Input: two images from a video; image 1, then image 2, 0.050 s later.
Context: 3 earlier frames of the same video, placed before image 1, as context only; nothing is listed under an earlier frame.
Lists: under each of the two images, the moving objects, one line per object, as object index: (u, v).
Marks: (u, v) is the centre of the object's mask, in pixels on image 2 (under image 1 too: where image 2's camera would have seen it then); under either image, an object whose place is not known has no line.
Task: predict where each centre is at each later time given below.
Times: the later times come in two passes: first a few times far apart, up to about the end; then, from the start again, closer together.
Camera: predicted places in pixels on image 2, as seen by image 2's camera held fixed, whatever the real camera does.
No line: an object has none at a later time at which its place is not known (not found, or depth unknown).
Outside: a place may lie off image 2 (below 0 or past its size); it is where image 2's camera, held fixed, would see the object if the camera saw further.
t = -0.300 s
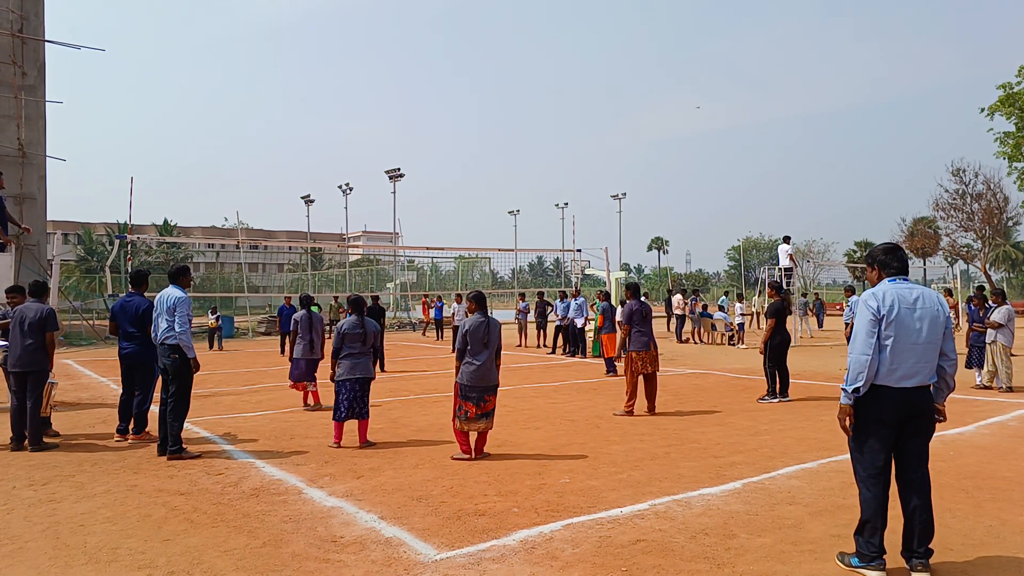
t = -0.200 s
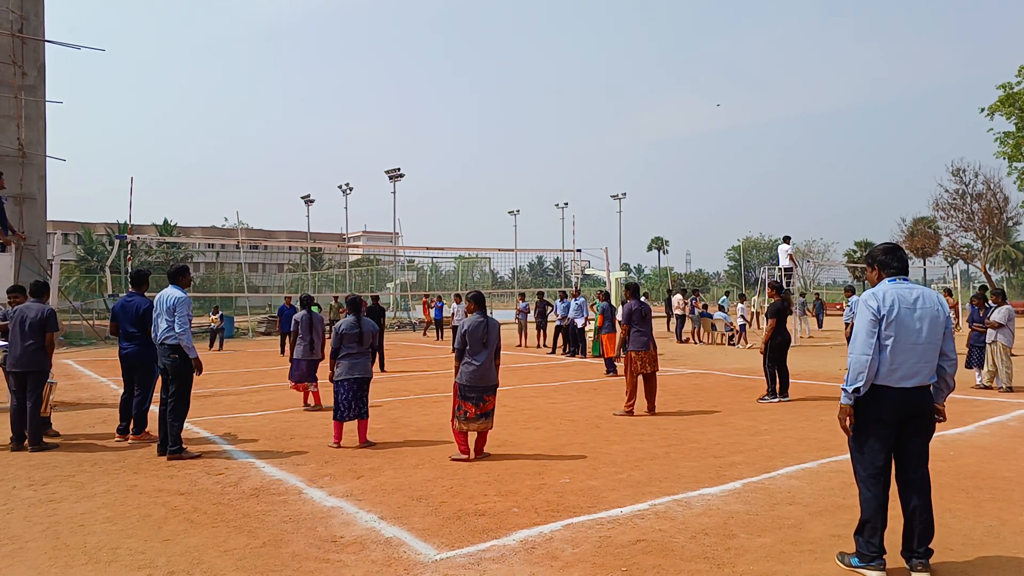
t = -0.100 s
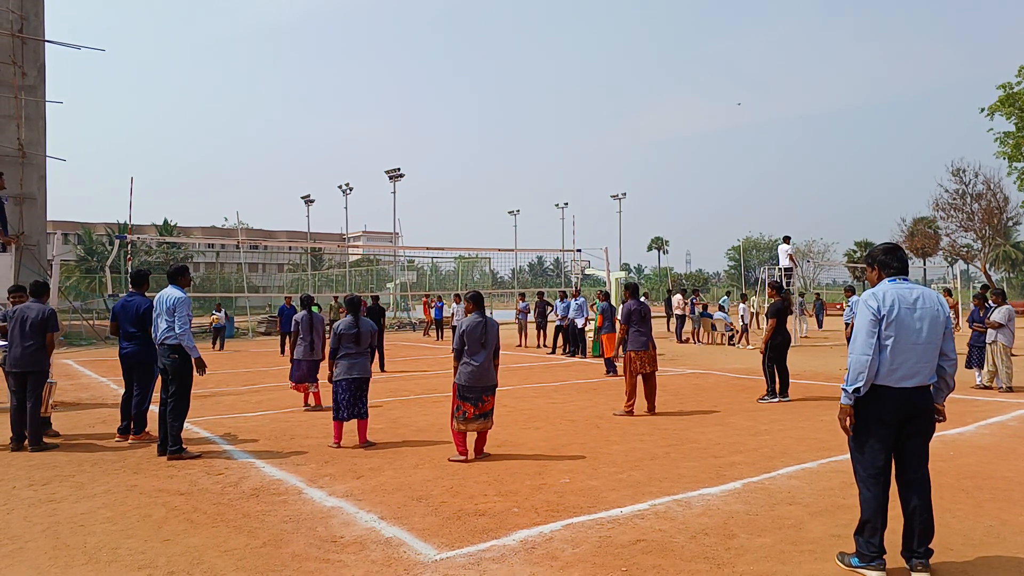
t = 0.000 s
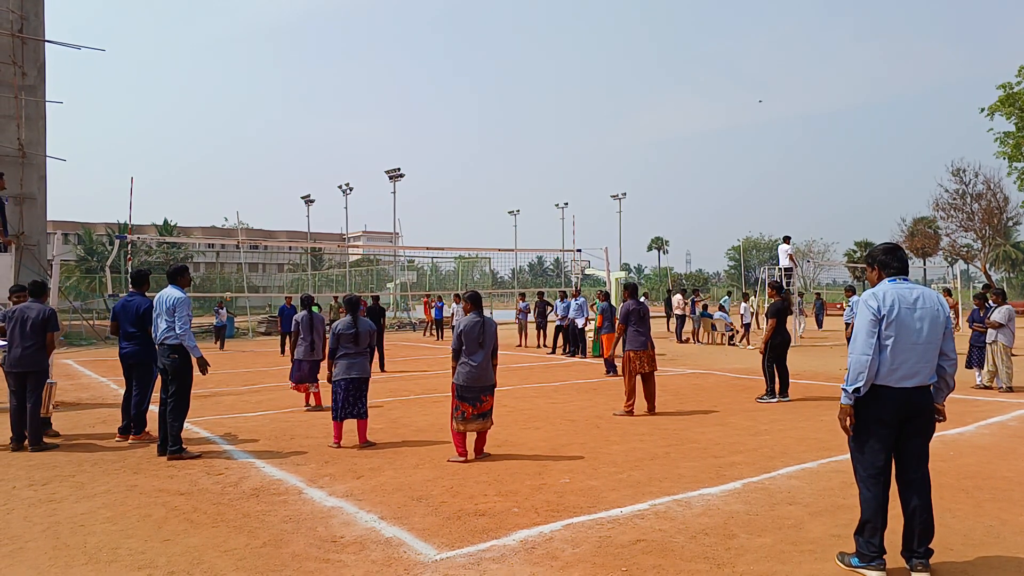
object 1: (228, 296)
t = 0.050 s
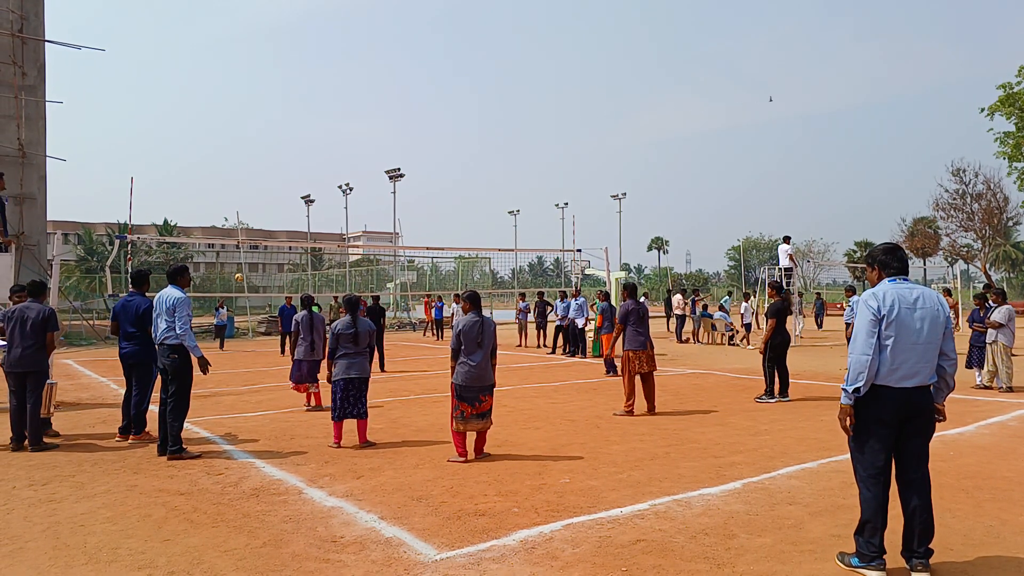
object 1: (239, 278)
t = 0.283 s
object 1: (292, 200)
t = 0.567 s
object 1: (361, 128)
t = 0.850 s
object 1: (440, 84)
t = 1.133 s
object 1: (524, 74)
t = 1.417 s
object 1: (614, 106)
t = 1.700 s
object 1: (710, 191)
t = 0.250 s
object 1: (284, 210)
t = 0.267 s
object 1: (288, 205)
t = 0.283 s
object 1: (292, 200)
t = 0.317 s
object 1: (299, 191)
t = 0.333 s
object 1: (303, 185)
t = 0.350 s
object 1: (307, 181)
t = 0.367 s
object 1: (311, 176)
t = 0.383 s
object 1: (315, 171)
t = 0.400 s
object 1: (319, 167)
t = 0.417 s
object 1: (323, 162)
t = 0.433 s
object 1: (328, 158)
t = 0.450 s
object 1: (332, 154)
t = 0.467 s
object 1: (336, 150)
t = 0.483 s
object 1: (340, 146)
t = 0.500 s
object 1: (344, 142)
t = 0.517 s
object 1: (349, 138)
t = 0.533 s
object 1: (353, 134)
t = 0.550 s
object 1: (357, 131)
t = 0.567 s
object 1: (361, 128)
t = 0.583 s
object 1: (366, 124)
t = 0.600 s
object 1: (370, 121)
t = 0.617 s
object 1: (375, 117)
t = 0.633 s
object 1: (379, 114)
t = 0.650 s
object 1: (383, 111)
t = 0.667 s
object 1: (388, 108)
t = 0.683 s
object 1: (392, 106)
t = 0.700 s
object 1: (397, 103)
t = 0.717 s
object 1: (402, 101)
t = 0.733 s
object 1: (406, 98)
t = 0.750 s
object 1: (411, 96)
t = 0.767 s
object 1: (416, 93)
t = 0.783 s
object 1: (421, 91)
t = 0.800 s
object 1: (425, 89)
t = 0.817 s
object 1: (430, 88)
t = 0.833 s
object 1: (435, 86)
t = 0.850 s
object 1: (440, 84)
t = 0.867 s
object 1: (444, 82)
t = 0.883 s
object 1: (449, 81)
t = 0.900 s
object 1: (454, 79)
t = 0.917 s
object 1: (459, 78)
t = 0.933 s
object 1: (464, 77)
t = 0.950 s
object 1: (469, 76)
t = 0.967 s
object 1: (474, 75)
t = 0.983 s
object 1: (479, 74)
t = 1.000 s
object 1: (484, 74)
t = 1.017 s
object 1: (489, 73)
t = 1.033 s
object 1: (494, 73)
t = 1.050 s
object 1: (499, 73)
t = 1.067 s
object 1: (504, 72)
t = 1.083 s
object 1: (509, 73)
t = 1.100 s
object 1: (514, 73)
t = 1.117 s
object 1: (519, 73)
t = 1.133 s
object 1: (524, 74)
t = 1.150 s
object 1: (529, 74)
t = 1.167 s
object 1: (534, 75)
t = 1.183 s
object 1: (539, 75)
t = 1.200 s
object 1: (544, 76)
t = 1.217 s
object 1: (550, 78)
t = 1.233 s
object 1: (555, 79)
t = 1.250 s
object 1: (560, 81)
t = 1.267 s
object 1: (565, 83)
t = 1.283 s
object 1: (571, 84)
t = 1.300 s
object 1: (576, 86)
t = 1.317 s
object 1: (581, 89)
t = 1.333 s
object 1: (587, 91)
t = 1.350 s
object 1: (592, 94)
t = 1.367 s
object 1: (598, 96)
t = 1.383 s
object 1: (603, 100)
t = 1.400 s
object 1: (609, 103)
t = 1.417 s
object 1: (614, 106)
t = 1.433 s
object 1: (620, 110)
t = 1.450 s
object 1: (625, 113)
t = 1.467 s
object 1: (631, 117)
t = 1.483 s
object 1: (636, 121)
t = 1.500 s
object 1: (642, 125)
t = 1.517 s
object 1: (647, 130)
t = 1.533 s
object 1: (653, 135)
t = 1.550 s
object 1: (658, 139)
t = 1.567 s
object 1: (664, 144)
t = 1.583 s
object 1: (670, 149)
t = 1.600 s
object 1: (675, 155)
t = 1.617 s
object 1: (681, 160)
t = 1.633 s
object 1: (687, 166)
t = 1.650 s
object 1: (693, 172)
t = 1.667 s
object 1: (698, 178)
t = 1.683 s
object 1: (704, 184)
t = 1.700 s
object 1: (710, 191)
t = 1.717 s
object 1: (716, 198)
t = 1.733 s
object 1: (722, 205)
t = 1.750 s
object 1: (728, 212)
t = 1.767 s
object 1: (734, 219)
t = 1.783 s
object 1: (740, 227)
